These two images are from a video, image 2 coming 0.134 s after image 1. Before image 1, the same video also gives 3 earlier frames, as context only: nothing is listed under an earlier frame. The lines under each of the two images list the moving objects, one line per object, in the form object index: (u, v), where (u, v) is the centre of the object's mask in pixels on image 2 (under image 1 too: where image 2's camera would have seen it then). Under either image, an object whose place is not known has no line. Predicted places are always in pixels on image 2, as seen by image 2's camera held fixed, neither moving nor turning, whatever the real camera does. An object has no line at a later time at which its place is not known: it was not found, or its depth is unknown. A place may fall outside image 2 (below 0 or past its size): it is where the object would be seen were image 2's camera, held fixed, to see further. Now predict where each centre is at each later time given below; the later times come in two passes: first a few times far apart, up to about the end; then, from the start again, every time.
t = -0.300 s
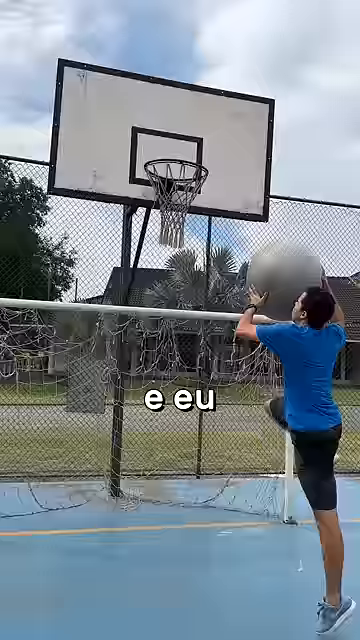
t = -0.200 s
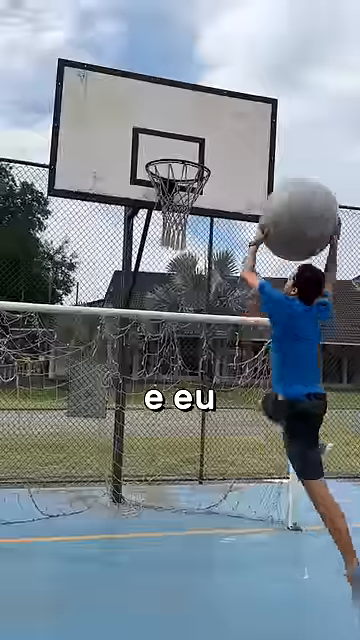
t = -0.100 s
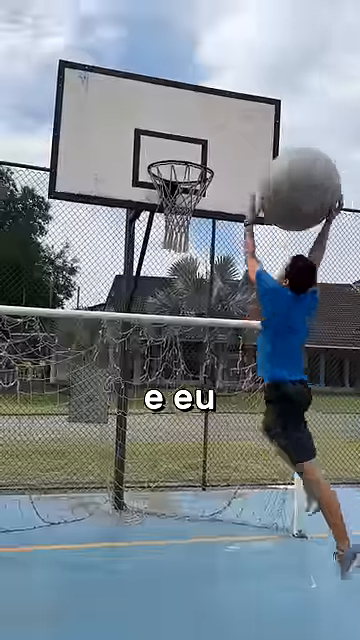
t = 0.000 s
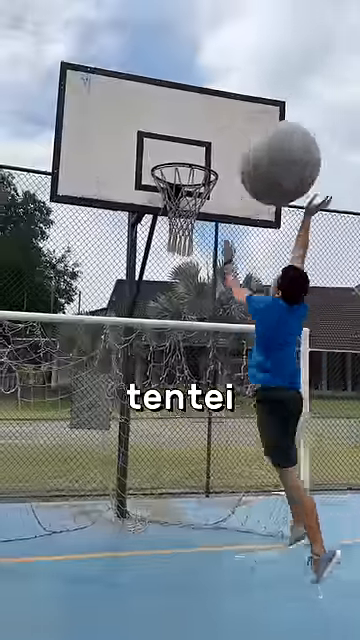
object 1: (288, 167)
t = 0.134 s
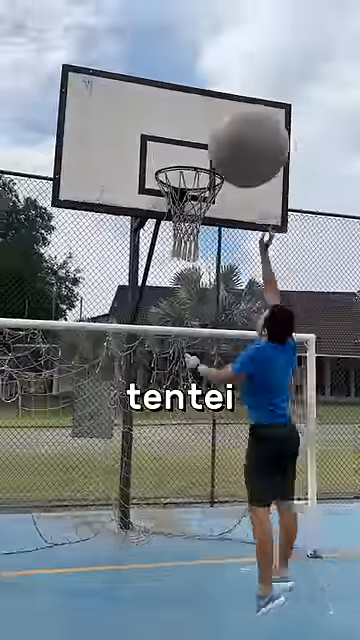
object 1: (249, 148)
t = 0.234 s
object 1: (238, 134)
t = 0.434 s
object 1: (221, 135)
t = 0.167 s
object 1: (243, 146)
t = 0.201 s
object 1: (241, 138)
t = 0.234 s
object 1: (238, 134)
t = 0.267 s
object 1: (235, 131)
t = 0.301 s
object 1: (232, 130)
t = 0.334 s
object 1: (230, 130)
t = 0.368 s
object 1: (228, 131)
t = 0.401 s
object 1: (225, 133)
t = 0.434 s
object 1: (221, 135)
